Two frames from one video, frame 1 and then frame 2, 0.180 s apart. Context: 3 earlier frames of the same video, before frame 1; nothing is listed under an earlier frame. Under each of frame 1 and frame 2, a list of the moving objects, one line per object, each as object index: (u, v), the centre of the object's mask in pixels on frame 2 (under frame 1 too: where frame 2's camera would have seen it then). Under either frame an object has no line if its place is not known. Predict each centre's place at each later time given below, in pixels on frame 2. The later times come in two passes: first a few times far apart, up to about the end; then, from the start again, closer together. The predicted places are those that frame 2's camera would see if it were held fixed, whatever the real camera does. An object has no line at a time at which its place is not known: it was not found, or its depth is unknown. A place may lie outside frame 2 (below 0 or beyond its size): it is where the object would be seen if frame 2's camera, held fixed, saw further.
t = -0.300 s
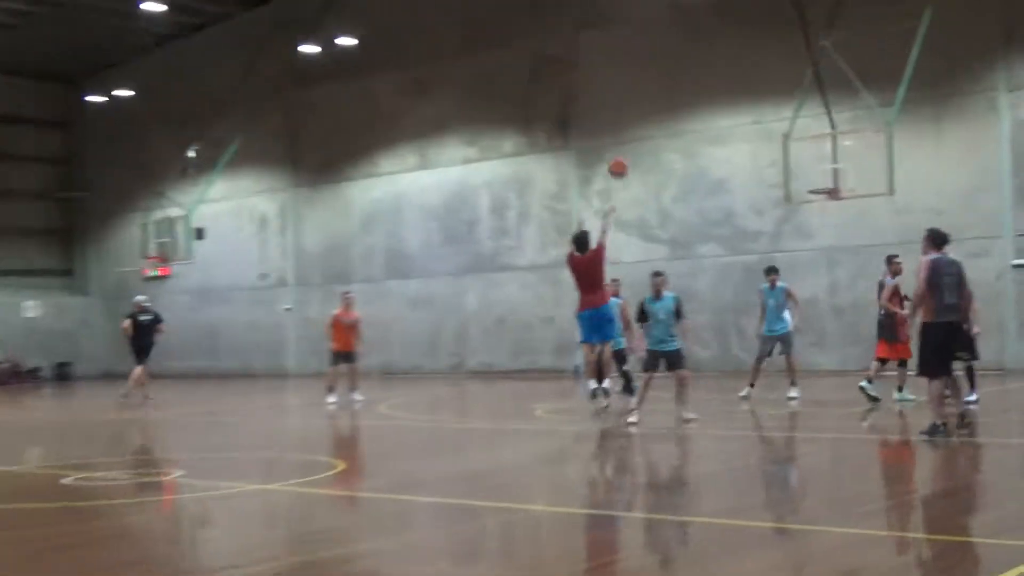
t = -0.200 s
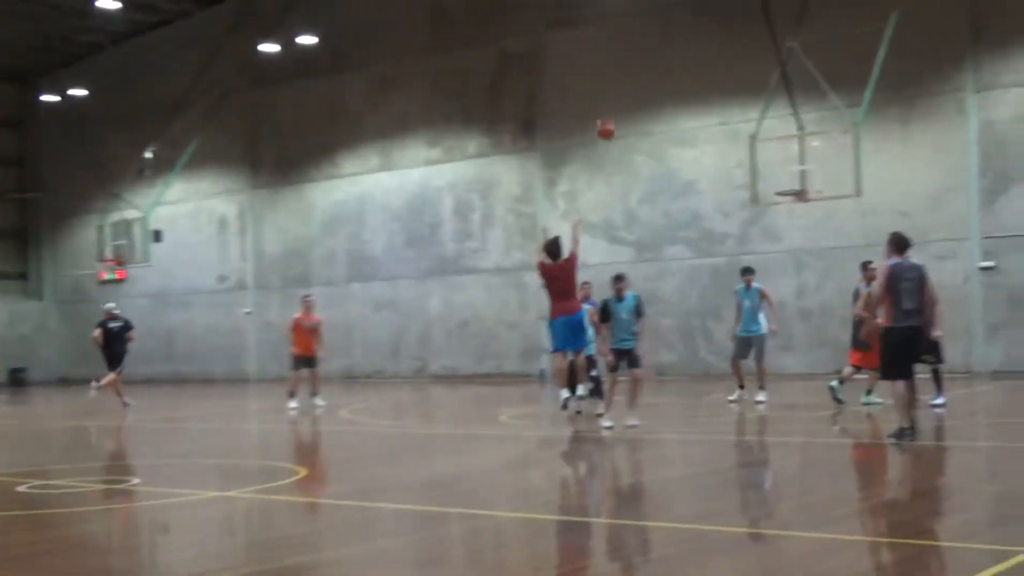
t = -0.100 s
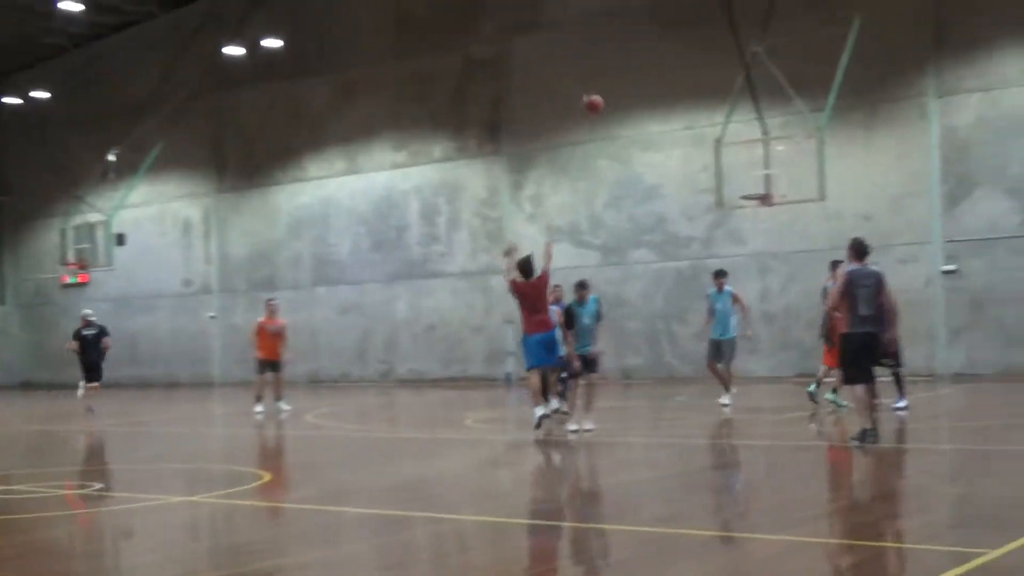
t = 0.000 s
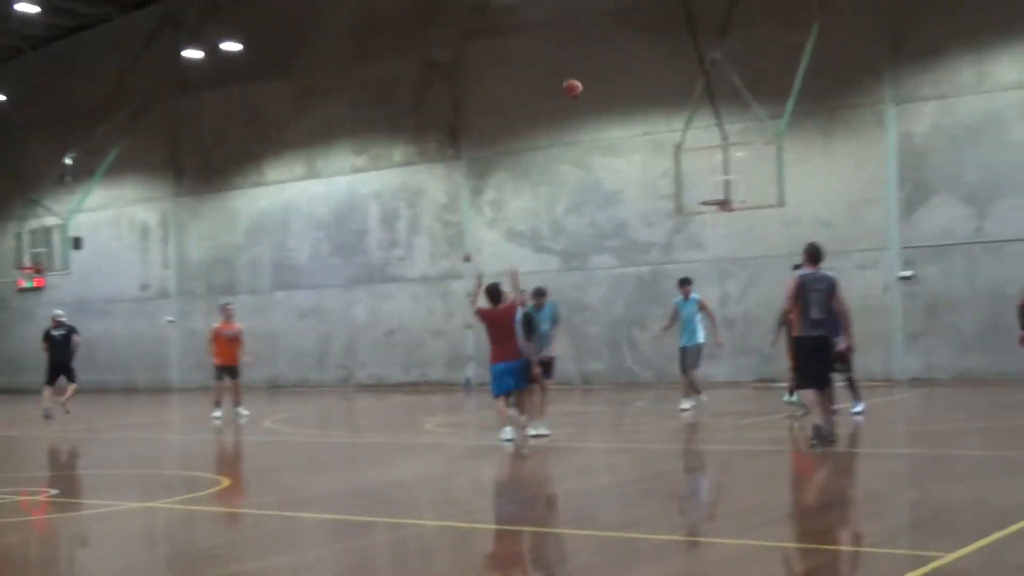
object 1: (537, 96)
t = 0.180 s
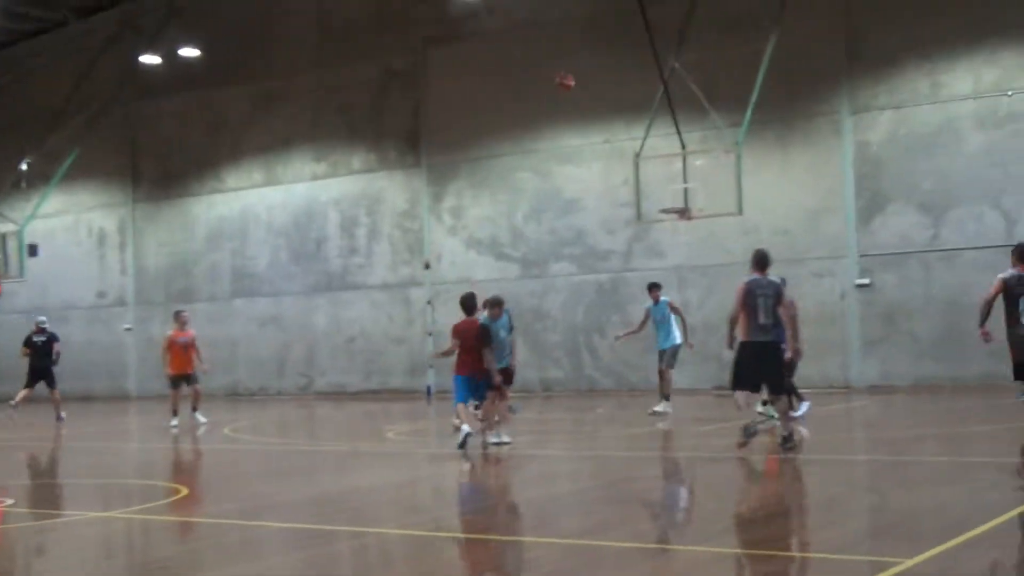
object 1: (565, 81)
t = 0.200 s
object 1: (567, 81)
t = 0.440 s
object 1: (605, 102)
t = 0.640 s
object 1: (636, 150)
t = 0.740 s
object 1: (652, 180)
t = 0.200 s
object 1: (567, 81)
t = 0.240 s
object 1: (574, 81)
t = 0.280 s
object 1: (580, 85)
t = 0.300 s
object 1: (584, 86)
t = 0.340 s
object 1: (590, 89)
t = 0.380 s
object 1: (596, 94)
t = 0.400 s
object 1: (599, 97)
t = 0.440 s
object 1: (605, 102)
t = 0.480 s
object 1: (612, 110)
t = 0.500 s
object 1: (615, 114)
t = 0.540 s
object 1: (621, 123)
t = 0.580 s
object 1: (627, 132)
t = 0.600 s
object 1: (630, 138)
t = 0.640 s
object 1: (636, 150)
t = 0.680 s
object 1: (642, 160)
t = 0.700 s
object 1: (646, 167)
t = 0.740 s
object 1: (652, 180)
